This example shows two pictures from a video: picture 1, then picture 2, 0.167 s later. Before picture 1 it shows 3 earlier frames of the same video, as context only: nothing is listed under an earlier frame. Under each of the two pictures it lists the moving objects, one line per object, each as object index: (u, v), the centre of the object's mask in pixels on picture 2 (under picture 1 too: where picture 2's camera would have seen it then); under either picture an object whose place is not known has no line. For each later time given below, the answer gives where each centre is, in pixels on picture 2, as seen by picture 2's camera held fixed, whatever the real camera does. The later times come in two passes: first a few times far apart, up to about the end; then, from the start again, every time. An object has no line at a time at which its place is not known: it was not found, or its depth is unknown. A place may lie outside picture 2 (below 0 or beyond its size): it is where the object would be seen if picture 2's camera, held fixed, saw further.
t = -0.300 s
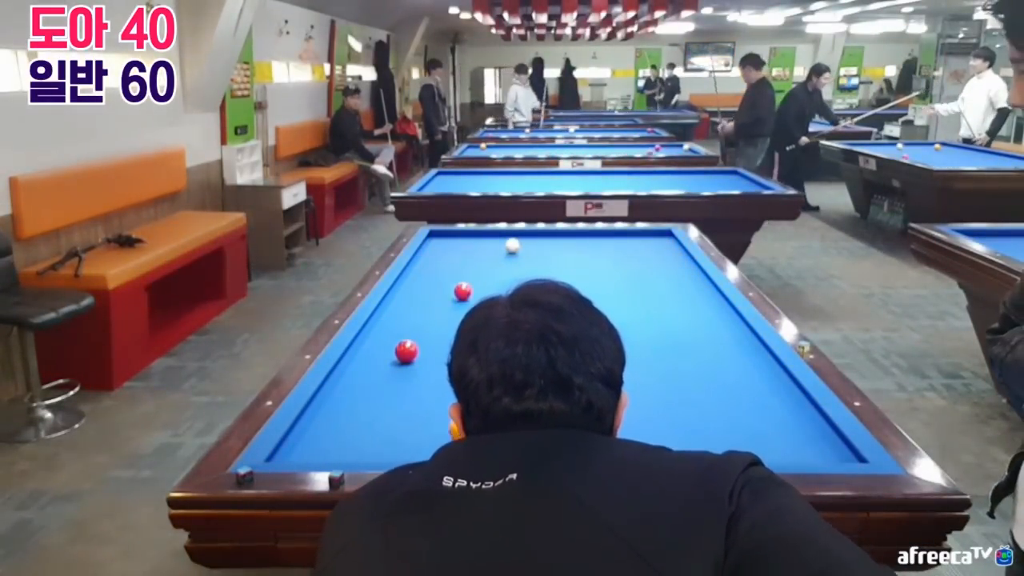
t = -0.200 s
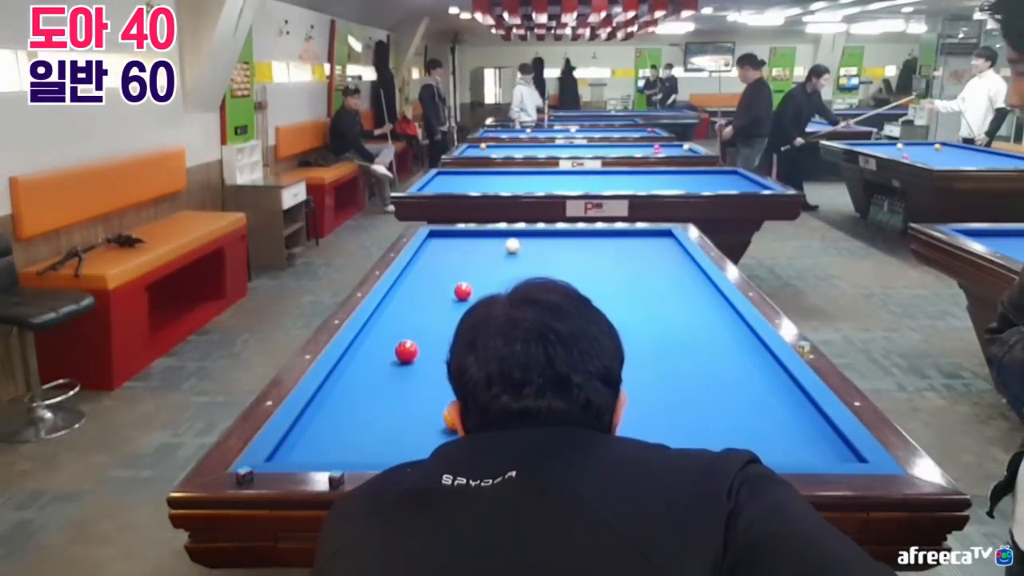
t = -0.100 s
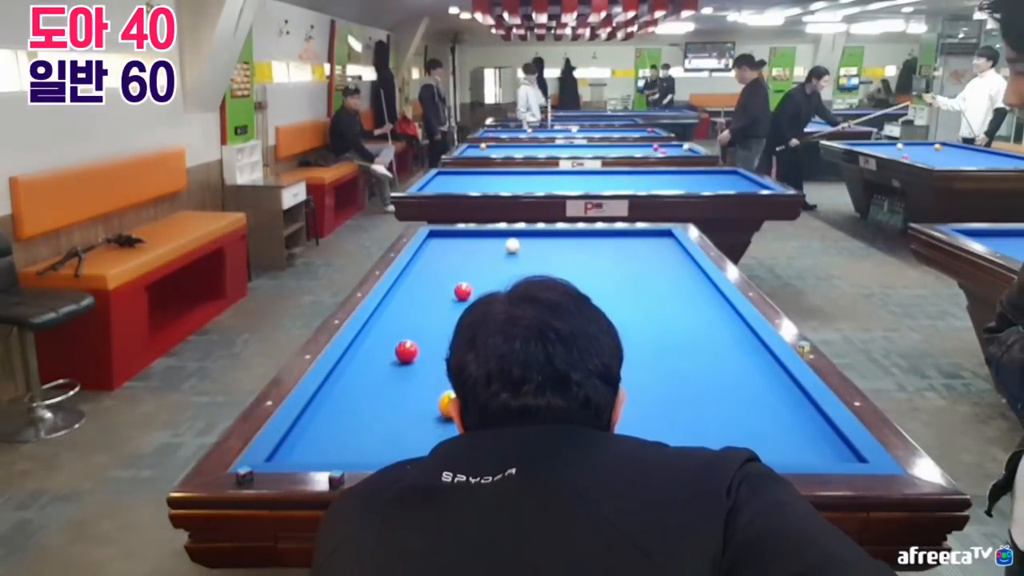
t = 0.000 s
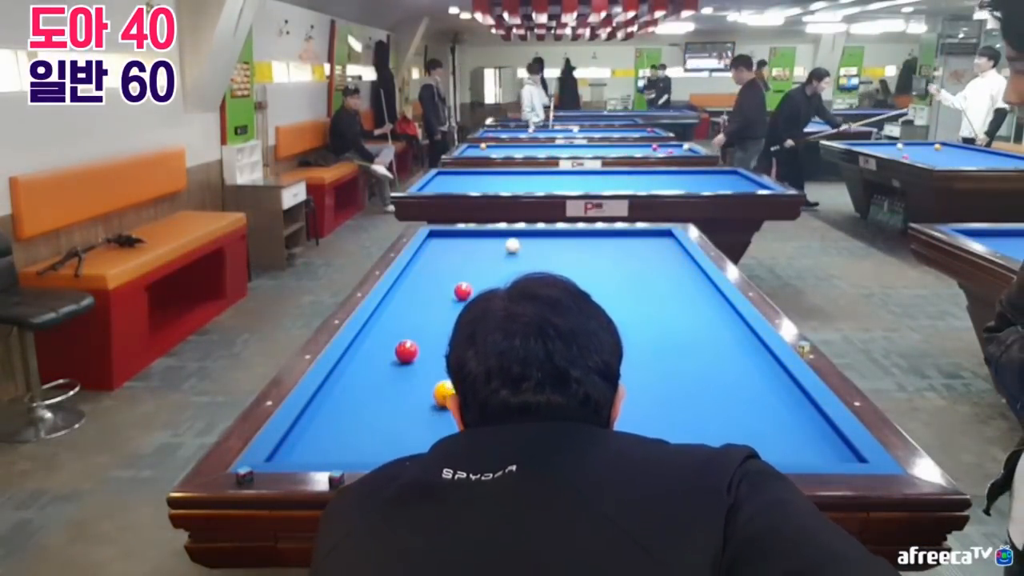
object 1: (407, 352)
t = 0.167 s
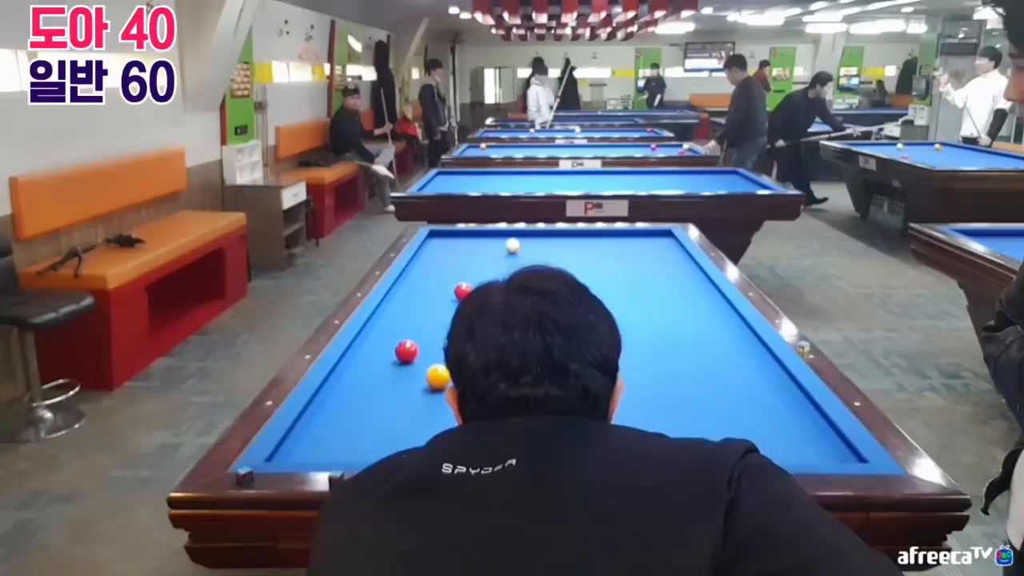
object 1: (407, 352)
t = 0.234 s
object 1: (406, 352)
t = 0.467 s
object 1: (403, 351)
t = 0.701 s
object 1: (386, 348)
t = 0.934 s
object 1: (369, 346)
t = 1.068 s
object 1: (361, 345)
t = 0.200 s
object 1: (406, 352)
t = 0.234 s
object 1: (406, 352)
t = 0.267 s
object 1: (407, 352)
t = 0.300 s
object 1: (406, 352)
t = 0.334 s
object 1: (406, 352)
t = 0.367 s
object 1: (406, 352)
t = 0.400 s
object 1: (406, 352)
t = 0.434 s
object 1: (406, 352)
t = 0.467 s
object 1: (403, 351)
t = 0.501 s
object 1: (400, 351)
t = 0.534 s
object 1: (398, 350)
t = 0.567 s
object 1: (395, 350)
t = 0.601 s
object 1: (393, 350)
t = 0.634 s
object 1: (391, 349)
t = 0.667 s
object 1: (388, 349)
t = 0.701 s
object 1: (386, 348)
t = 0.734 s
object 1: (383, 348)
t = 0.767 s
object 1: (381, 347)
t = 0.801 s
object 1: (379, 347)
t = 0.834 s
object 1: (376, 347)
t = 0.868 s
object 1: (374, 346)
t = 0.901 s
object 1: (371, 346)
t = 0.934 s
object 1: (369, 346)
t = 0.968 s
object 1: (367, 345)
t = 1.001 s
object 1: (364, 345)
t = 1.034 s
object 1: (362, 344)
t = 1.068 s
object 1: (361, 345)
